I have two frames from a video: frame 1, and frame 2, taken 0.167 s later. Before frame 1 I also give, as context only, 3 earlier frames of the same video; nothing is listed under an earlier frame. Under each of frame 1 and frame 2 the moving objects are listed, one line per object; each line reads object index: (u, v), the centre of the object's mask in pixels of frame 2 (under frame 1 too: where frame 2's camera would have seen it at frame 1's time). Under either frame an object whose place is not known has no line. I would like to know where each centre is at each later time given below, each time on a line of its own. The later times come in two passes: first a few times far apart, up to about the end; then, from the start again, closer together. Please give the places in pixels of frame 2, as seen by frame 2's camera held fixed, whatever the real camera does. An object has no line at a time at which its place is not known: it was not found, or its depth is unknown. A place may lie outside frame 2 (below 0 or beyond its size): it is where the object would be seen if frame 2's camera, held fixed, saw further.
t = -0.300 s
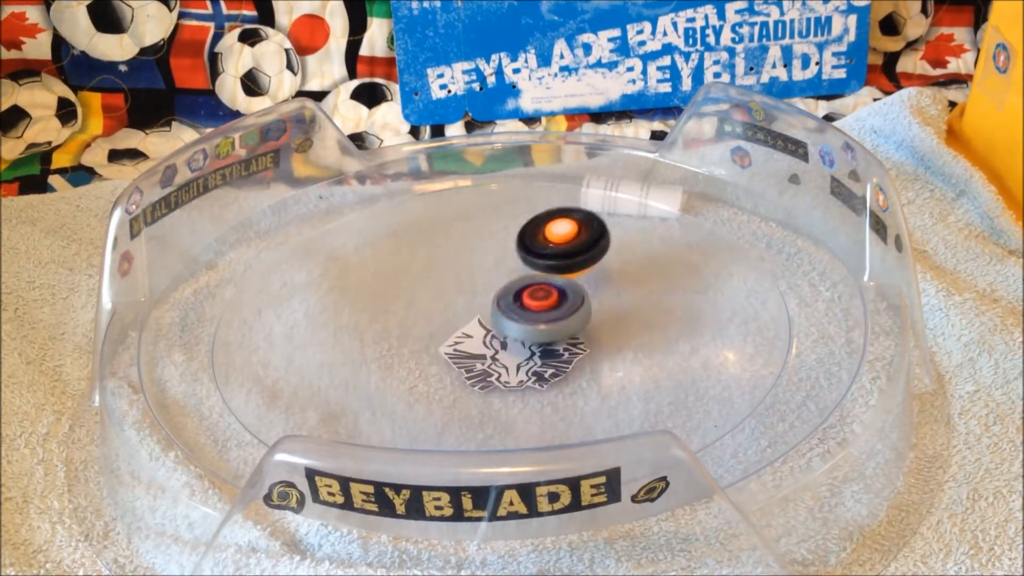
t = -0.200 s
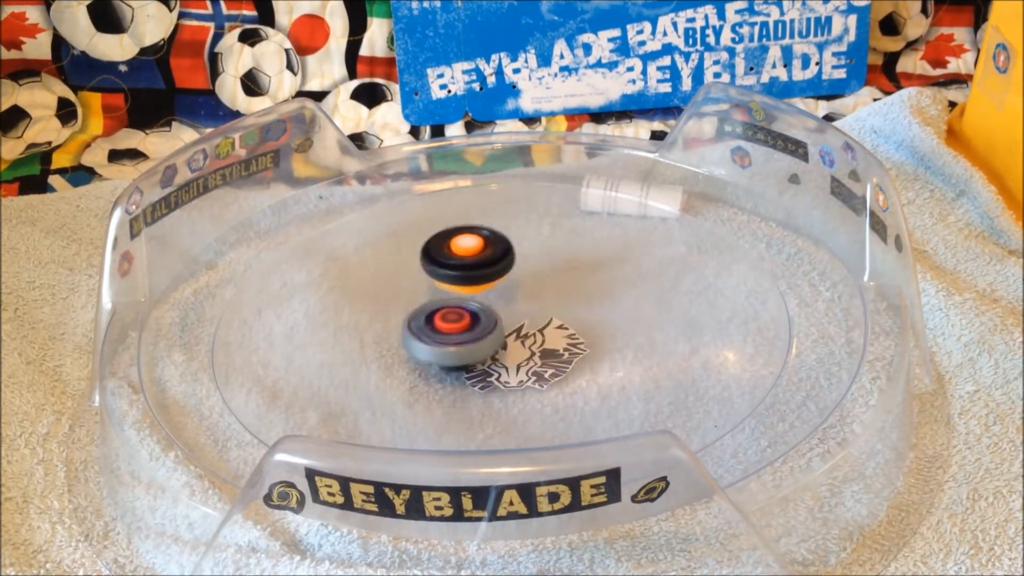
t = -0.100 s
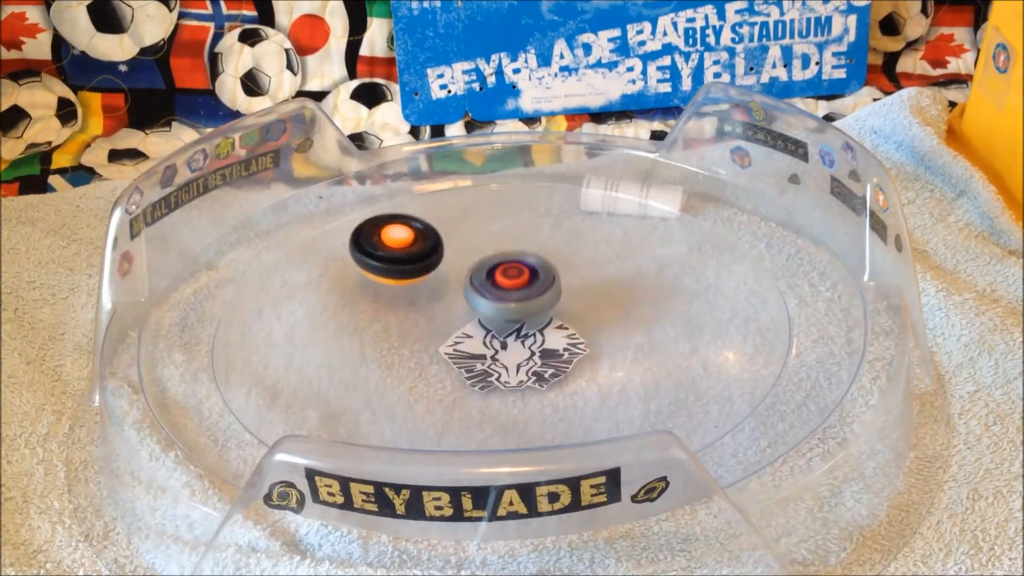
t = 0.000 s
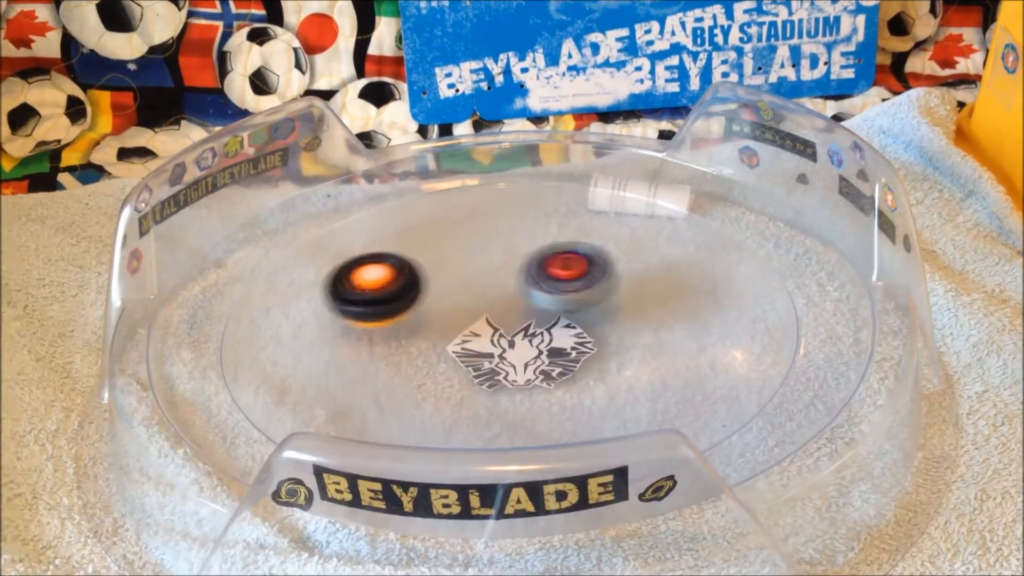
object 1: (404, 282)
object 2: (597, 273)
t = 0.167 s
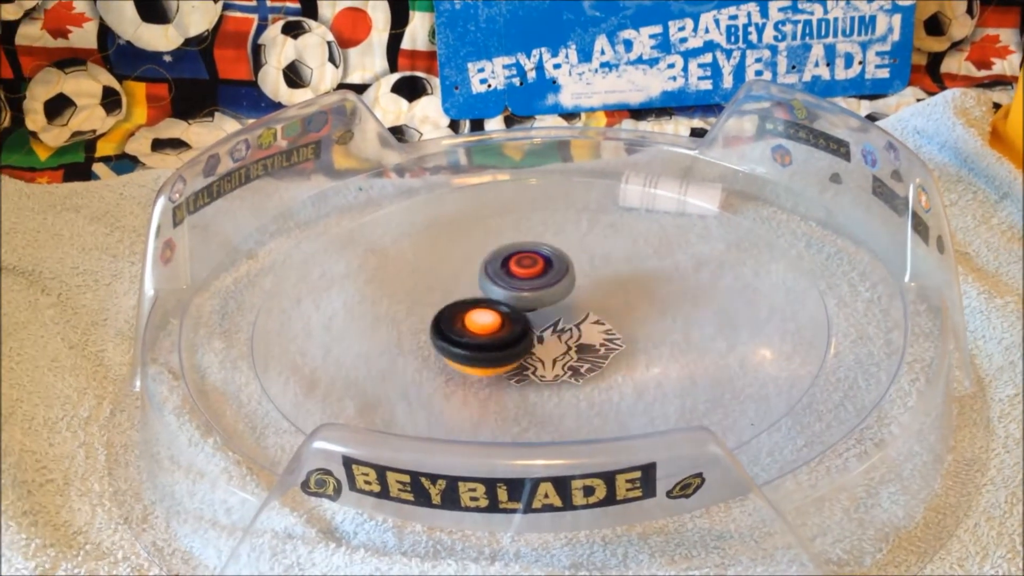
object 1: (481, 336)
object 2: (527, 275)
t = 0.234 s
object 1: (541, 325)
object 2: (487, 257)
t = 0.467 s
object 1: (611, 277)
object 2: (463, 288)
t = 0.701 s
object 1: (518, 244)
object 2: (522, 307)
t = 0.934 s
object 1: (437, 265)
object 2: (569, 287)
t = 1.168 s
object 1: (458, 319)
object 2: (543, 277)
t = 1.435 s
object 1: (560, 334)
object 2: (503, 255)
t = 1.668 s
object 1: (621, 267)
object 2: (503, 271)
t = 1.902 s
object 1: (551, 230)
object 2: (511, 296)
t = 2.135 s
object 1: (474, 245)
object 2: (541, 291)
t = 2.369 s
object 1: (453, 263)
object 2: (546, 295)
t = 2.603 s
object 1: (455, 269)
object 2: (557, 294)
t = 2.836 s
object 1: (453, 279)
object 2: (555, 292)
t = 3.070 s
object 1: (442, 278)
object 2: (560, 289)
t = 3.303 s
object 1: (445, 280)
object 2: (547, 287)
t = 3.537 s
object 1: (436, 284)
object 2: (558, 278)
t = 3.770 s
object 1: (441, 292)
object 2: (547, 276)
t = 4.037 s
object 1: (439, 300)
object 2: (537, 275)
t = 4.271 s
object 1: (438, 302)
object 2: (532, 275)
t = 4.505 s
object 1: (449, 306)
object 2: (537, 276)
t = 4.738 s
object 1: (441, 313)
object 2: (544, 280)
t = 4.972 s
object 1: (449, 316)
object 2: (552, 286)
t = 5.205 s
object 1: (455, 317)
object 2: (546, 291)
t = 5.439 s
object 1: (453, 319)
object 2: (566, 283)
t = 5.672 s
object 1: (464, 322)
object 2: (566, 277)
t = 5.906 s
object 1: (473, 325)
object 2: (546, 275)
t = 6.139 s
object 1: (484, 328)
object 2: (522, 270)
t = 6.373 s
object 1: (494, 329)
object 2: (501, 265)
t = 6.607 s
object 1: (505, 330)
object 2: (490, 268)
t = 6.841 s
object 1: (504, 335)
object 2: (503, 269)
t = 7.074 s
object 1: (519, 331)
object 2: (524, 267)
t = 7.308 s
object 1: (511, 344)
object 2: (541, 271)
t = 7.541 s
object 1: (519, 341)
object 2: (539, 280)
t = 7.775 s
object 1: (531, 338)
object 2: (533, 273)
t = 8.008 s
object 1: (553, 318)
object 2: (520, 260)
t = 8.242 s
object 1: (544, 318)
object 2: (531, 255)
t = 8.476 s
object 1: (530, 325)
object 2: (540, 257)
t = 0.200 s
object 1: (507, 336)
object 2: (505, 260)
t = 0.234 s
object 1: (541, 325)
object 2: (487, 257)
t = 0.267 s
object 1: (577, 319)
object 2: (491, 266)
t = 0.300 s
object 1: (597, 308)
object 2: (508, 272)
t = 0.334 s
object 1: (629, 313)
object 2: (493, 262)
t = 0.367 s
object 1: (625, 308)
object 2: (491, 275)
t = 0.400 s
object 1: (623, 305)
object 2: (501, 280)
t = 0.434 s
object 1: (603, 292)
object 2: (498, 283)
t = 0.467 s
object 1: (611, 277)
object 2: (463, 288)
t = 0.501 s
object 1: (590, 262)
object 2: (492, 295)
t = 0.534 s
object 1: (605, 240)
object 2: (494, 302)
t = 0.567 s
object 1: (593, 236)
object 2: (525, 292)
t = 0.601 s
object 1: (586, 233)
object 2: (513, 294)
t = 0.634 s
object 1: (570, 236)
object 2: (500, 302)
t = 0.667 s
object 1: (547, 240)
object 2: (500, 318)
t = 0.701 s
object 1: (518, 244)
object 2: (522, 307)
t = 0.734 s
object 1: (498, 228)
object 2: (542, 313)
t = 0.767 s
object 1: (490, 228)
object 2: (545, 296)
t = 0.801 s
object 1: (488, 229)
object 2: (528, 294)
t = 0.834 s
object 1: (486, 236)
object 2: (528, 309)
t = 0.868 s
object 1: (479, 253)
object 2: (549, 314)
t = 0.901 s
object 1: (452, 258)
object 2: (570, 306)
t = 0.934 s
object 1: (437, 265)
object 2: (569, 287)
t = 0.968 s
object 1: (433, 268)
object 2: (534, 278)
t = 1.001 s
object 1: (423, 271)
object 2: (549, 280)
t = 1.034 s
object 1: (444, 280)
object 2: (548, 284)
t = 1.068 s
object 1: (445, 290)
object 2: (582, 288)
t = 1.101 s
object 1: (459, 304)
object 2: (588, 286)
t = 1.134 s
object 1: (466, 313)
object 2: (557, 286)
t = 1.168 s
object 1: (458, 319)
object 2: (543, 277)
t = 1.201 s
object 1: (458, 319)
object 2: (527, 269)
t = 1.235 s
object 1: (470, 323)
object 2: (525, 259)
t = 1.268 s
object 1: (497, 325)
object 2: (526, 255)
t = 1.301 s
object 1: (517, 334)
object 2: (534, 265)
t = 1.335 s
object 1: (533, 338)
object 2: (542, 271)
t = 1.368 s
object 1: (536, 342)
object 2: (544, 269)
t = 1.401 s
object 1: (542, 332)
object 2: (531, 267)
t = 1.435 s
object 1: (560, 334)
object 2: (503, 255)
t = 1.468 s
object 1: (580, 326)
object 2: (483, 263)
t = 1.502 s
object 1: (593, 315)
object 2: (496, 288)
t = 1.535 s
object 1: (627, 311)
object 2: (487, 295)
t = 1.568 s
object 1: (628, 304)
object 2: (504, 301)
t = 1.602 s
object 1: (633, 293)
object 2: (511, 289)
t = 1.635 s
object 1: (629, 279)
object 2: (499, 276)
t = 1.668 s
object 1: (621, 267)
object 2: (503, 271)
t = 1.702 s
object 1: (619, 257)
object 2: (510, 277)
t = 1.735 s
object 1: (606, 251)
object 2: (507, 291)
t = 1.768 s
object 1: (586, 248)
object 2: (519, 301)
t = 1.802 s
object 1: (567, 241)
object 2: (534, 301)
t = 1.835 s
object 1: (567, 226)
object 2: (523, 315)
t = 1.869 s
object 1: (562, 228)
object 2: (519, 308)
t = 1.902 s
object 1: (551, 230)
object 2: (511, 296)
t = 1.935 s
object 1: (531, 229)
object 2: (505, 291)
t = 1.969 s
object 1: (522, 224)
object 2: (506, 292)
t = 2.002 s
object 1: (517, 230)
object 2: (516, 294)
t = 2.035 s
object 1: (505, 240)
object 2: (530, 301)
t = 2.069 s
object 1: (488, 244)
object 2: (538, 302)
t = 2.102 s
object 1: (476, 244)
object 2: (539, 294)
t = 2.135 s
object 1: (474, 245)
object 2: (541, 291)
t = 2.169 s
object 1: (472, 252)
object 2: (546, 294)
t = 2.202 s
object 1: (464, 259)
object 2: (548, 300)
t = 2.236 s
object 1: (456, 264)
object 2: (541, 298)
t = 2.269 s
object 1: (452, 265)
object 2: (541, 295)
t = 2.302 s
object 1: (453, 264)
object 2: (542, 294)
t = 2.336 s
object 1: (452, 264)
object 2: (545, 295)
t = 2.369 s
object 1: (453, 263)
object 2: (546, 295)
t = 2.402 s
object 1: (455, 265)
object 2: (548, 295)
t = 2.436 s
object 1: (454, 265)
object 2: (550, 295)
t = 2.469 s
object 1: (453, 265)
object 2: (552, 295)
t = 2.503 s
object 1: (454, 266)
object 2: (554, 295)
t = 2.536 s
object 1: (455, 268)
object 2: (556, 295)
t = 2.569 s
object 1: (455, 269)
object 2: (556, 295)
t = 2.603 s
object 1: (455, 269)
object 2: (557, 294)
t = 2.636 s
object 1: (456, 271)
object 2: (558, 294)
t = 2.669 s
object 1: (456, 272)
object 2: (557, 294)
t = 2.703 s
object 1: (456, 273)
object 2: (557, 293)
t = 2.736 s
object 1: (456, 274)
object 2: (556, 293)
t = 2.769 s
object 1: (457, 276)
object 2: (555, 293)
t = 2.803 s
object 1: (457, 277)
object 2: (553, 292)
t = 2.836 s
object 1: (453, 279)
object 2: (555, 292)
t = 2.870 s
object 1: (444, 278)
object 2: (562, 292)
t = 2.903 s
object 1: (442, 272)
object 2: (562, 292)
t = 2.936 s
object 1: (444, 272)
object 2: (563, 292)
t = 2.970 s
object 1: (444, 278)
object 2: (563, 292)
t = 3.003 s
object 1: (443, 279)
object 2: (562, 291)
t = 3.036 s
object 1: (442, 278)
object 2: (562, 290)
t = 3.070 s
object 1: (442, 278)
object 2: (560, 289)
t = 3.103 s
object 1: (441, 278)
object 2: (559, 289)
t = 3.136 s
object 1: (441, 279)
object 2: (558, 289)
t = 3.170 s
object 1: (441, 278)
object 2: (556, 288)
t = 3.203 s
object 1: (442, 278)
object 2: (554, 288)
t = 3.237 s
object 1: (443, 279)
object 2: (552, 287)
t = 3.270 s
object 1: (443, 280)
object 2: (550, 287)
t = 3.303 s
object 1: (445, 280)
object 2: (547, 287)
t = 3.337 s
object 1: (441, 280)
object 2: (548, 287)
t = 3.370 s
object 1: (432, 279)
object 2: (555, 285)
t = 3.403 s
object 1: (431, 278)
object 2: (557, 285)
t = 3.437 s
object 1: (435, 279)
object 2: (557, 284)
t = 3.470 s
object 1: (437, 281)
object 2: (558, 280)
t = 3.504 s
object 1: (437, 283)
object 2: (558, 279)
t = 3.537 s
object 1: (436, 284)
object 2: (558, 278)
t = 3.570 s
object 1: (438, 285)
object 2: (557, 278)
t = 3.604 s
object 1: (439, 286)
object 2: (556, 276)
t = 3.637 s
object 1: (439, 288)
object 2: (554, 276)
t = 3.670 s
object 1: (439, 288)
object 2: (553, 276)
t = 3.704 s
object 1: (440, 289)
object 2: (551, 276)
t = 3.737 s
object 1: (441, 291)
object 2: (549, 276)
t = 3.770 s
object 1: (441, 292)
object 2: (547, 276)
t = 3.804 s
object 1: (442, 293)
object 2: (544, 276)
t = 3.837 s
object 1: (442, 295)
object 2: (541, 276)
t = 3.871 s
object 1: (443, 296)
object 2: (539, 276)
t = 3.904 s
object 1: (443, 297)
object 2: (536, 276)
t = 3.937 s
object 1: (438, 299)
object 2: (537, 275)
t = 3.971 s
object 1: (436, 300)
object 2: (538, 275)
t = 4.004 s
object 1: (437, 300)
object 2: (537, 275)
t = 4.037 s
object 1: (439, 300)
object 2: (537, 275)
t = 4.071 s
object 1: (439, 300)
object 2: (536, 275)
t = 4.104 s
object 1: (439, 301)
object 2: (535, 275)
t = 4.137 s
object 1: (439, 301)
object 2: (533, 275)
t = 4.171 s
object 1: (440, 301)
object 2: (532, 275)
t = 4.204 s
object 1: (441, 302)
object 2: (531, 275)
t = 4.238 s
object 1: (442, 302)
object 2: (530, 276)
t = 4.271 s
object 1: (438, 302)
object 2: (532, 275)
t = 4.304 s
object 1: (437, 302)
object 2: (535, 275)
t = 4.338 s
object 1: (440, 301)
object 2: (535, 275)
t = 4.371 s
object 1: (443, 302)
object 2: (536, 275)
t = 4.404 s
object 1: (445, 303)
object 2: (536, 275)
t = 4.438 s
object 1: (446, 304)
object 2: (536, 275)
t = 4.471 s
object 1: (447, 305)
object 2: (537, 275)
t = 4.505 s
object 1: (449, 306)
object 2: (537, 276)
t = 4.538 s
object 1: (450, 306)
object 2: (537, 277)
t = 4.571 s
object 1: (451, 307)
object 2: (537, 278)
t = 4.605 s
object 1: (452, 308)
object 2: (537, 278)
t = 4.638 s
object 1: (446, 309)
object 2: (538, 279)
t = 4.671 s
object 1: (441, 312)
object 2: (541, 280)
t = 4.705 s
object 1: (440, 314)
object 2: (542, 280)
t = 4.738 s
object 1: (441, 313)
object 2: (544, 280)
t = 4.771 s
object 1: (444, 314)
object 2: (546, 280)
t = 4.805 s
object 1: (446, 314)
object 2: (548, 281)
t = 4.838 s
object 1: (446, 315)
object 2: (550, 282)
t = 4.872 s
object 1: (446, 315)
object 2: (550, 283)
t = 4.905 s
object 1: (447, 315)
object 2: (551, 284)
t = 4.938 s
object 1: (448, 315)
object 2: (551, 285)
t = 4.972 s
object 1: (449, 316)
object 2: (552, 286)
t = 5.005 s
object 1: (450, 315)
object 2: (551, 287)
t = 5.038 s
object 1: (452, 315)
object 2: (550, 288)
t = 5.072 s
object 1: (454, 316)
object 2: (550, 289)
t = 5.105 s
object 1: (455, 316)
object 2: (548, 290)
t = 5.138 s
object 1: (457, 317)
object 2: (547, 291)
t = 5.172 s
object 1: (456, 318)
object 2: (546, 291)
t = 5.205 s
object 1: (455, 317)
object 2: (546, 291)
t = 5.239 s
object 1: (452, 316)
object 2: (547, 291)
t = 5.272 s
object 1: (445, 317)
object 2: (554, 290)
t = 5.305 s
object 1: (445, 317)
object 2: (558, 288)
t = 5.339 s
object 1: (449, 316)
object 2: (560, 287)
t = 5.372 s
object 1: (452, 317)
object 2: (562, 285)
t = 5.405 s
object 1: (453, 318)
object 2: (565, 284)
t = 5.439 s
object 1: (453, 319)
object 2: (566, 283)
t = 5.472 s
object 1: (454, 319)
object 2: (568, 282)
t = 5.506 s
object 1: (456, 319)
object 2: (569, 281)
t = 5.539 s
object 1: (458, 320)
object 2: (569, 280)
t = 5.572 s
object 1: (459, 321)
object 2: (569, 279)
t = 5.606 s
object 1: (460, 321)
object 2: (568, 278)
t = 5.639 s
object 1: (462, 321)
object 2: (568, 278)
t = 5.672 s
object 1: (464, 322)
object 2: (566, 277)
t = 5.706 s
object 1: (466, 323)
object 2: (564, 277)
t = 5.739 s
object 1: (466, 323)
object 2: (562, 276)
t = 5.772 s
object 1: (468, 323)
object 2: (558, 276)
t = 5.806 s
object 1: (469, 324)
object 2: (554, 276)
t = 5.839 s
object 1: (471, 324)
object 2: (552, 276)
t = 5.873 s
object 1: (471, 324)
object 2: (548, 275)
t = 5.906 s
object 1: (473, 325)
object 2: (546, 275)
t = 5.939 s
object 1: (474, 325)
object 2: (543, 274)
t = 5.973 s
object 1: (476, 326)
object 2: (539, 274)
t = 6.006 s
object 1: (477, 326)
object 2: (536, 273)
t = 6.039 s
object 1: (478, 327)
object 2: (532, 273)
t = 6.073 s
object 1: (480, 327)
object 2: (528, 272)
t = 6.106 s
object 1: (482, 327)
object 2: (525, 271)
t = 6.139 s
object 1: (484, 328)
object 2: (522, 270)
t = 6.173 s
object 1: (485, 328)
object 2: (518, 270)
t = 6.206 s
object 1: (486, 329)
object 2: (515, 269)
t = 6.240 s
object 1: (488, 329)
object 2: (512, 268)
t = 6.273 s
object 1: (490, 329)
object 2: (509, 267)
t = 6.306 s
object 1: (491, 329)
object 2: (506, 266)
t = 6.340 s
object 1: (493, 329)
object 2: (504, 266)
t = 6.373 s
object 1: (494, 329)
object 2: (501, 265)
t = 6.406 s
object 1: (496, 329)
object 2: (498, 264)
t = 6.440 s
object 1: (498, 329)
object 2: (496, 264)
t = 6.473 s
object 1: (499, 329)
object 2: (494, 264)
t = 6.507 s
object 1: (500, 330)
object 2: (493, 264)
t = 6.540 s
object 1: (502, 330)
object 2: (492, 265)
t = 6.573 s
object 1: (504, 330)
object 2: (491, 267)
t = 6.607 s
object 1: (505, 330)
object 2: (490, 268)
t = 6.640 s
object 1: (506, 330)
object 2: (491, 269)
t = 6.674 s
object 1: (508, 330)
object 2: (492, 270)
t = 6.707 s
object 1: (508, 331)
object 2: (494, 271)
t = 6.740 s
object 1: (505, 333)
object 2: (495, 271)
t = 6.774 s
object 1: (503, 337)
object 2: (500, 270)
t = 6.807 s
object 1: (502, 337)
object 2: (502, 270)
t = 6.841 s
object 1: (504, 335)
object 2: (503, 269)
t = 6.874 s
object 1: (506, 333)
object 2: (506, 268)
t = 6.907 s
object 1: (509, 333)
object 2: (510, 269)
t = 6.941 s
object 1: (511, 332)
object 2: (512, 269)
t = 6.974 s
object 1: (514, 332)
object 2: (514, 268)
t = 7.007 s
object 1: (516, 332)
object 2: (518, 268)
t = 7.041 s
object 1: (517, 332)
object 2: (521, 267)
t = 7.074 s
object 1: (519, 331)
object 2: (524, 267)
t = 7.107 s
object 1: (520, 332)
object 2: (526, 267)
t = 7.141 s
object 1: (521, 332)
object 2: (529, 268)
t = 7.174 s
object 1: (521, 331)
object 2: (532, 268)
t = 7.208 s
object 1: (521, 331)
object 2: (535, 269)
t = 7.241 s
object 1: (519, 334)
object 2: (537, 268)
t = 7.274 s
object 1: (516, 340)
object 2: (539, 269)
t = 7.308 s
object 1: (511, 344)
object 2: (541, 271)
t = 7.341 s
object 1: (508, 345)
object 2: (542, 272)
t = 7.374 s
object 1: (507, 344)
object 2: (543, 274)
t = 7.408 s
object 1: (509, 342)
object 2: (543, 275)
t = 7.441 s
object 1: (513, 340)
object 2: (542, 276)
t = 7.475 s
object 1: (515, 340)
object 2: (542, 278)
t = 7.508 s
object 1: (517, 339)
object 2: (541, 279)
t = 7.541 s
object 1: (519, 341)
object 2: (539, 280)
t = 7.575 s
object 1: (517, 342)
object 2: (540, 278)
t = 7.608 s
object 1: (515, 343)
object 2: (541, 279)
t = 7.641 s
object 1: (516, 341)
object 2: (539, 279)
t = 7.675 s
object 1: (520, 340)
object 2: (536, 278)
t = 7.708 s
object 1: (524, 338)
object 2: (536, 276)
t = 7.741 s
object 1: (528, 338)
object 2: (536, 275)
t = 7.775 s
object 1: (531, 338)
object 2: (533, 273)
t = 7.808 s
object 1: (534, 337)
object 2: (531, 273)
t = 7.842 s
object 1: (536, 335)
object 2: (529, 271)
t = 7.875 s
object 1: (540, 332)
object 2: (526, 267)
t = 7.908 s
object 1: (544, 329)
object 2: (525, 266)
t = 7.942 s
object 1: (547, 326)
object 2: (523, 264)
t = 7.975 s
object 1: (550, 322)
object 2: (521, 262)
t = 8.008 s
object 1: (553, 318)
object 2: (520, 260)
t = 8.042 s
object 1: (556, 316)
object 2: (521, 258)
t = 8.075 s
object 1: (556, 316)
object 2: (522, 257)
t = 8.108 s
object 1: (555, 317)
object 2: (523, 256)
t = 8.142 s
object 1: (552, 316)
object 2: (525, 256)
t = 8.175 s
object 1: (550, 316)
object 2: (526, 255)
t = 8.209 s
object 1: (548, 316)
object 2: (528, 255)
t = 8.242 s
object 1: (544, 318)
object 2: (531, 255)
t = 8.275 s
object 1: (540, 322)
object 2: (534, 255)
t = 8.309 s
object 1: (537, 324)
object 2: (536, 255)
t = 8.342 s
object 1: (535, 324)
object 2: (536, 255)
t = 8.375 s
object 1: (532, 326)
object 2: (537, 255)
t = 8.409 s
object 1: (531, 326)
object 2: (539, 256)
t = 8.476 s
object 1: (530, 325)
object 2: (540, 257)
